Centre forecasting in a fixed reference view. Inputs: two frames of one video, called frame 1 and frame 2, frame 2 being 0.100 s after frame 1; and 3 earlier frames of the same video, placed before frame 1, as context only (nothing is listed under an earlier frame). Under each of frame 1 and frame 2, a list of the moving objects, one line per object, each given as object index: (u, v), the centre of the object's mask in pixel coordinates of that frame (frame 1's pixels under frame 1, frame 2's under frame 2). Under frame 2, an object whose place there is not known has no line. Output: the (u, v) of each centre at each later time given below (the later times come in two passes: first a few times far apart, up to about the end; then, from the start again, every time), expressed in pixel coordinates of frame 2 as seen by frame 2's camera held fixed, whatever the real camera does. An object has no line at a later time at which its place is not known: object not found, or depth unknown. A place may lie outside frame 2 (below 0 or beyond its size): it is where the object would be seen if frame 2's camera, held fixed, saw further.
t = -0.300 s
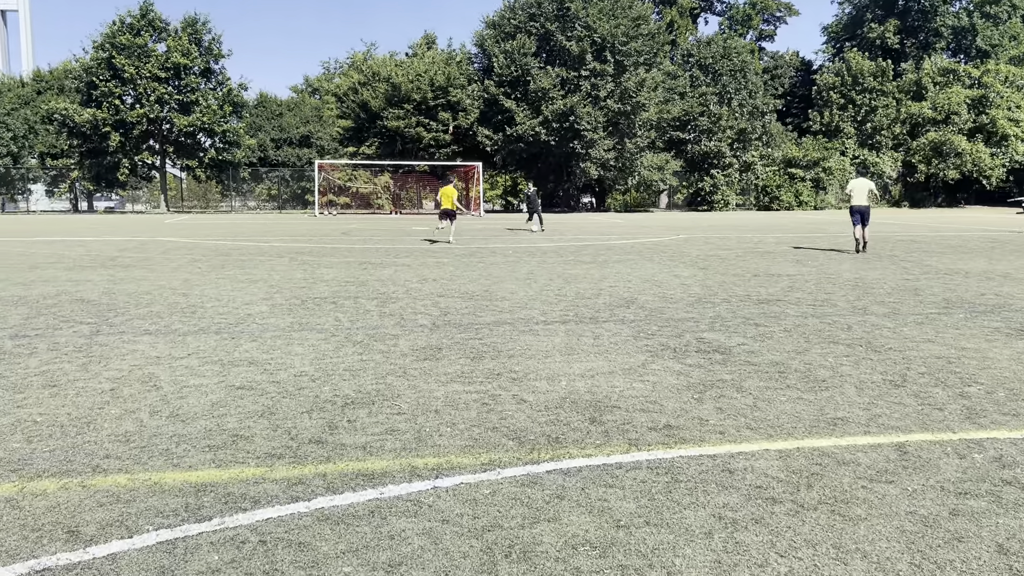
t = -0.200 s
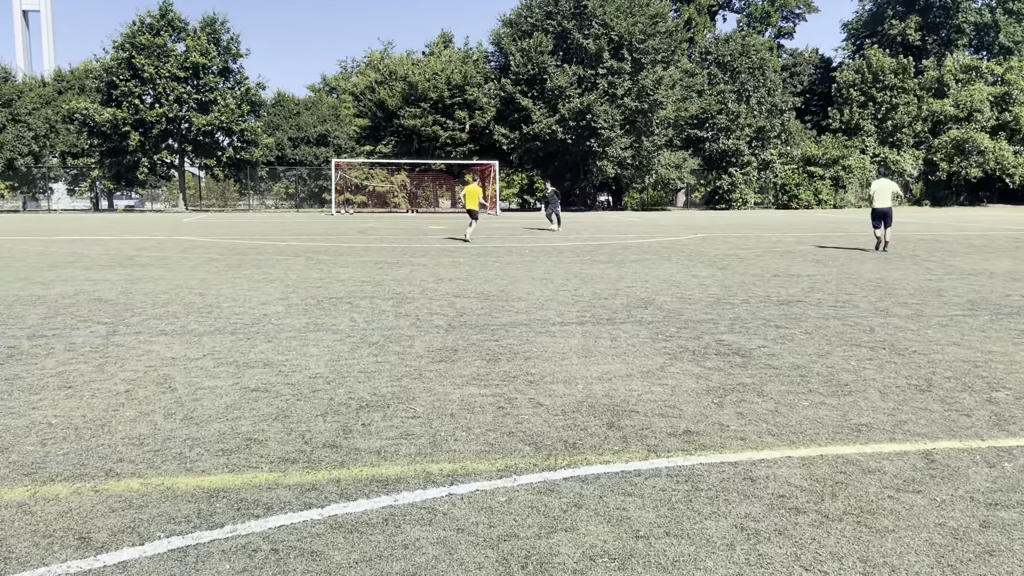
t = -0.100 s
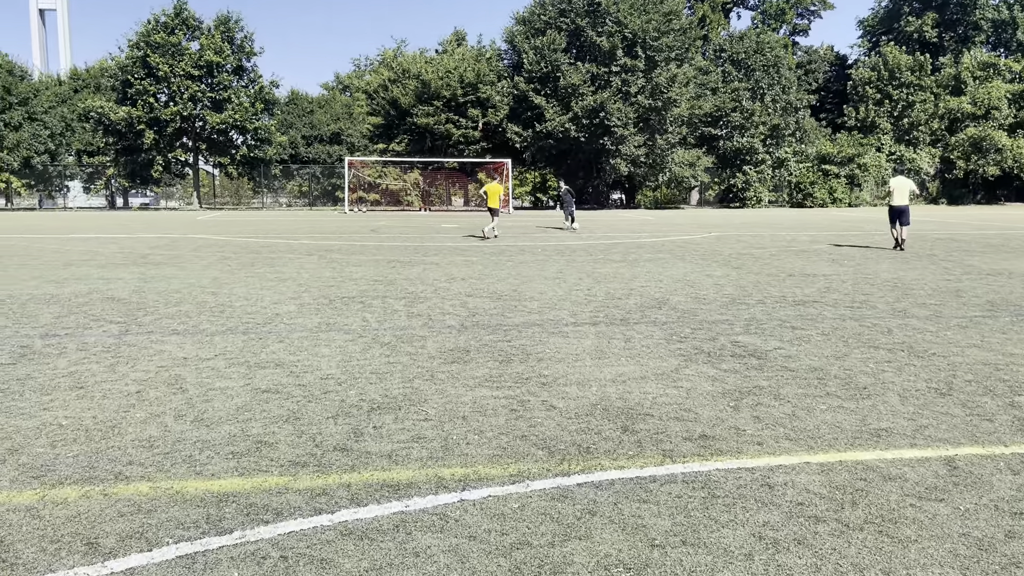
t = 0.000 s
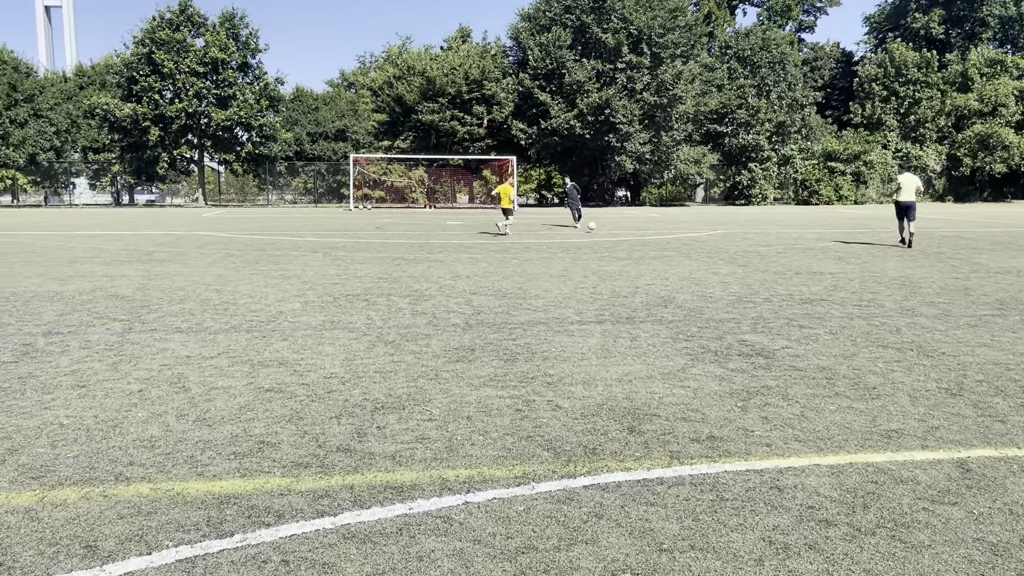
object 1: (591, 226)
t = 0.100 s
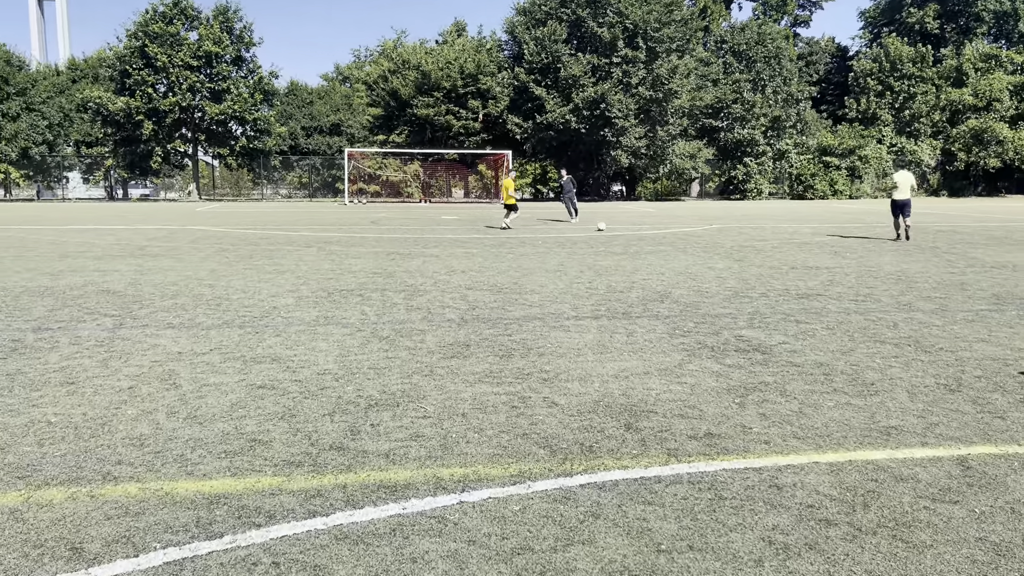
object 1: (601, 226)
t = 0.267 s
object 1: (627, 230)
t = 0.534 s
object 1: (680, 241)
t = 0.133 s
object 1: (606, 226)
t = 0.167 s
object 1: (611, 226)
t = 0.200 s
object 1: (616, 227)
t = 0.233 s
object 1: (622, 229)
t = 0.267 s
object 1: (627, 230)
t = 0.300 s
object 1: (633, 233)
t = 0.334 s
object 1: (640, 236)
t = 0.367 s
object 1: (646, 235)
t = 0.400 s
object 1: (652, 235)
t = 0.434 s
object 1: (659, 236)
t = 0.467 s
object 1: (666, 237)
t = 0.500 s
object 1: (673, 239)
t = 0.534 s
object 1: (680, 241)
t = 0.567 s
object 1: (687, 245)
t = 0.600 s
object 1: (694, 245)
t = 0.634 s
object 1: (702, 246)
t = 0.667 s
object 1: (711, 247)
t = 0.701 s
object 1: (719, 249)
